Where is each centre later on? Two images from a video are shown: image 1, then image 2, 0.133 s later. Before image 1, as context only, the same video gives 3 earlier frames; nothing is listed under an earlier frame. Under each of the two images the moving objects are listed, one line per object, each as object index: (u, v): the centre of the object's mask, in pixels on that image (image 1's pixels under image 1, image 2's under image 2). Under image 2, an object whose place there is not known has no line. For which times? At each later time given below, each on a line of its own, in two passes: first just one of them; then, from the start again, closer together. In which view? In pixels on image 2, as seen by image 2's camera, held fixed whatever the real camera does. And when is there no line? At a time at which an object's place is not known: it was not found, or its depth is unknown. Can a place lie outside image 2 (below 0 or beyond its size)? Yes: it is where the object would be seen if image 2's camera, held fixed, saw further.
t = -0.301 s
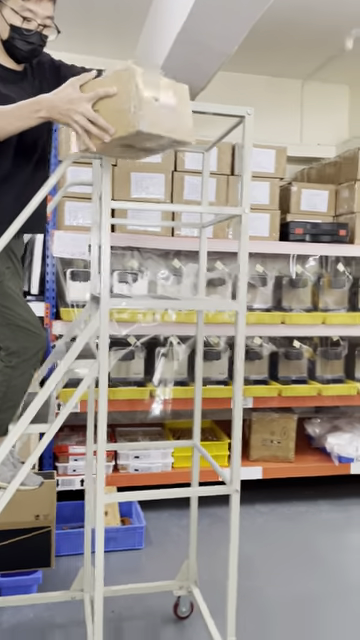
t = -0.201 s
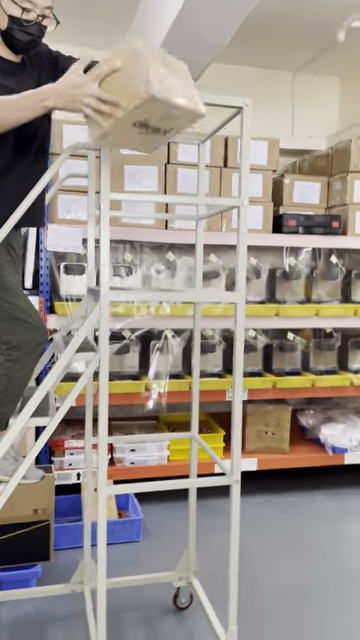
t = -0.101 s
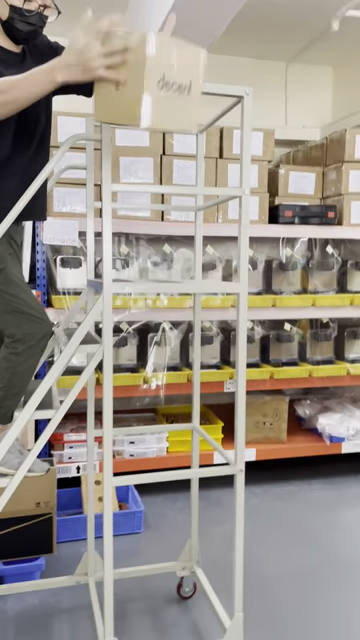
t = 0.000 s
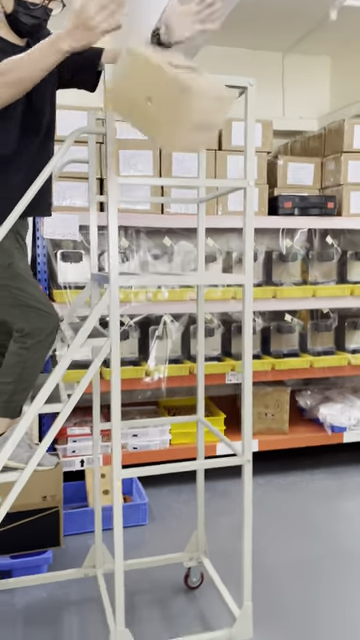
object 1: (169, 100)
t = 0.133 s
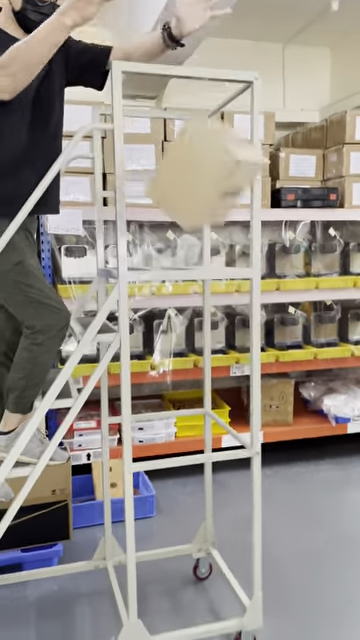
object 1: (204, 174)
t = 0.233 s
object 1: (222, 271)
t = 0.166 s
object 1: (211, 205)
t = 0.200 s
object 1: (216, 236)
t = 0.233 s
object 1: (222, 271)
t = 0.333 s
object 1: (236, 403)
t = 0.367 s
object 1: (240, 453)
